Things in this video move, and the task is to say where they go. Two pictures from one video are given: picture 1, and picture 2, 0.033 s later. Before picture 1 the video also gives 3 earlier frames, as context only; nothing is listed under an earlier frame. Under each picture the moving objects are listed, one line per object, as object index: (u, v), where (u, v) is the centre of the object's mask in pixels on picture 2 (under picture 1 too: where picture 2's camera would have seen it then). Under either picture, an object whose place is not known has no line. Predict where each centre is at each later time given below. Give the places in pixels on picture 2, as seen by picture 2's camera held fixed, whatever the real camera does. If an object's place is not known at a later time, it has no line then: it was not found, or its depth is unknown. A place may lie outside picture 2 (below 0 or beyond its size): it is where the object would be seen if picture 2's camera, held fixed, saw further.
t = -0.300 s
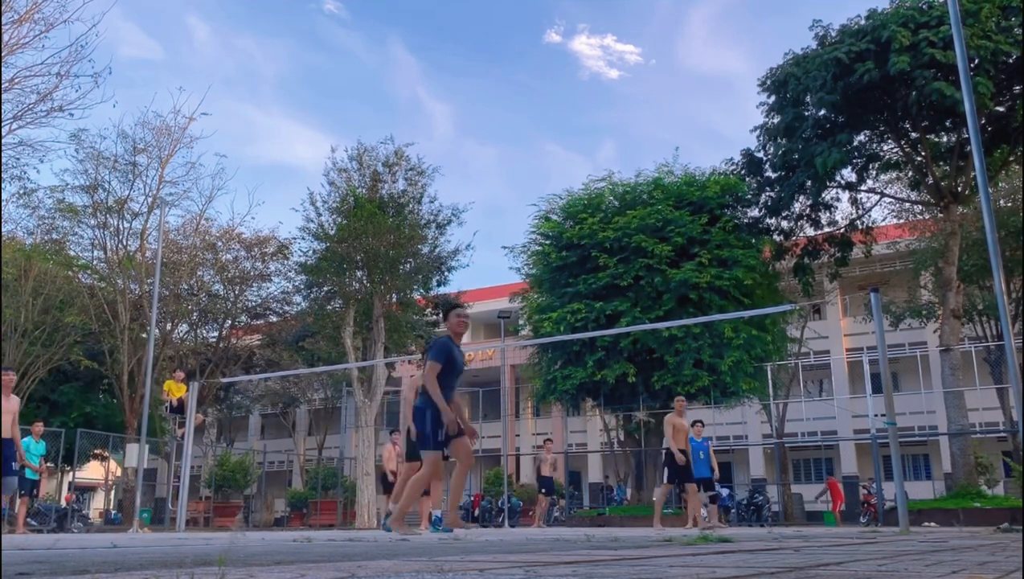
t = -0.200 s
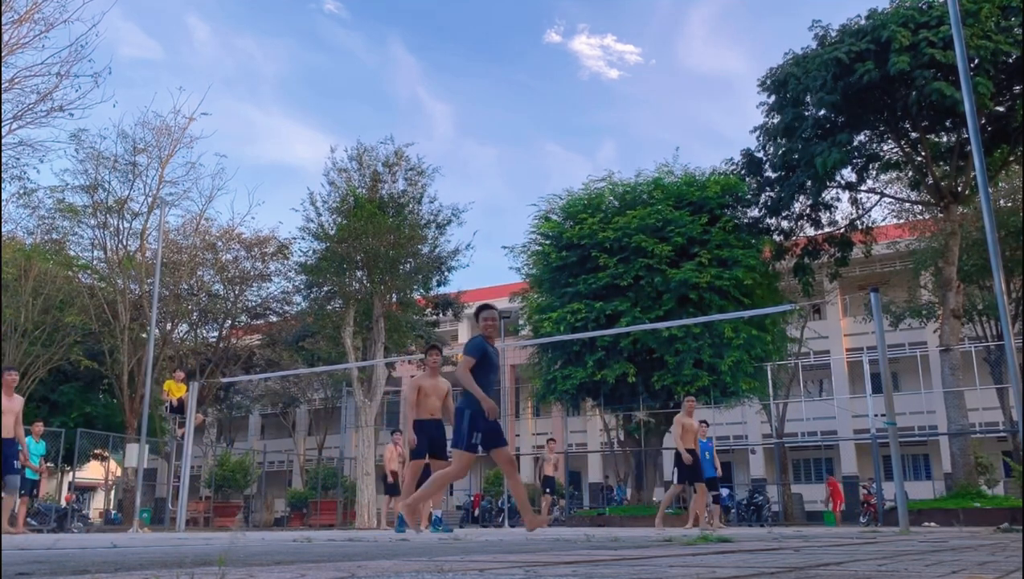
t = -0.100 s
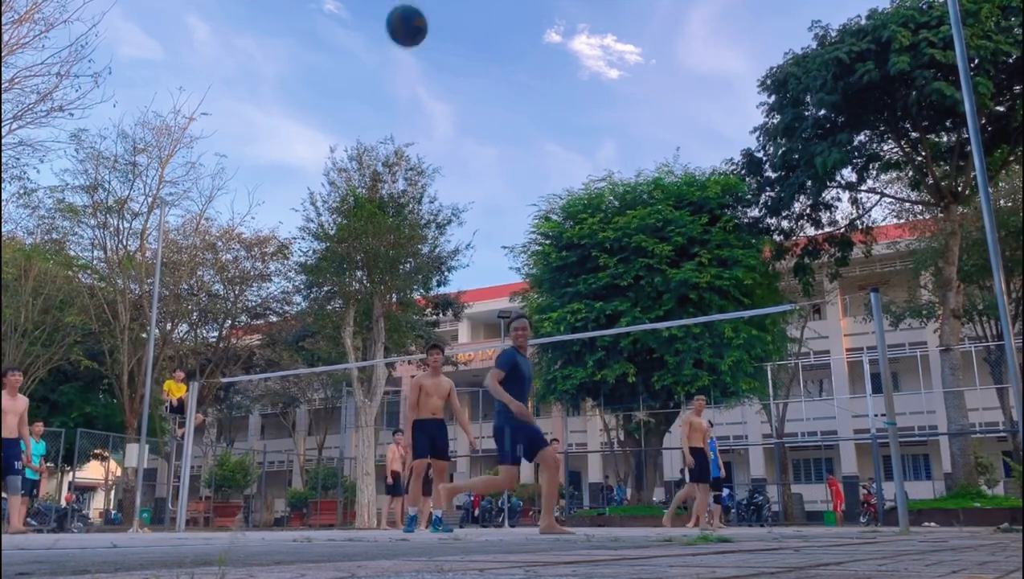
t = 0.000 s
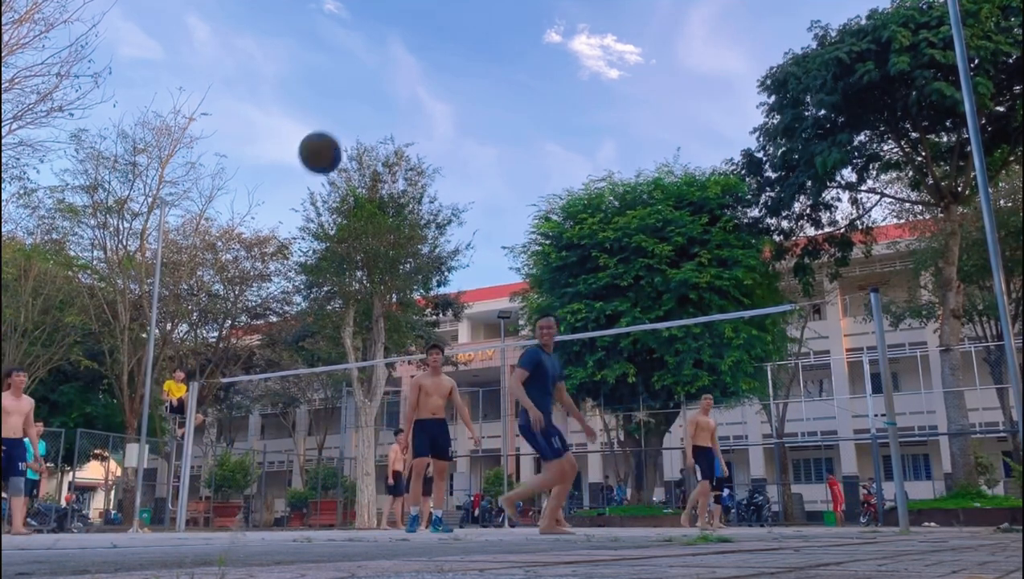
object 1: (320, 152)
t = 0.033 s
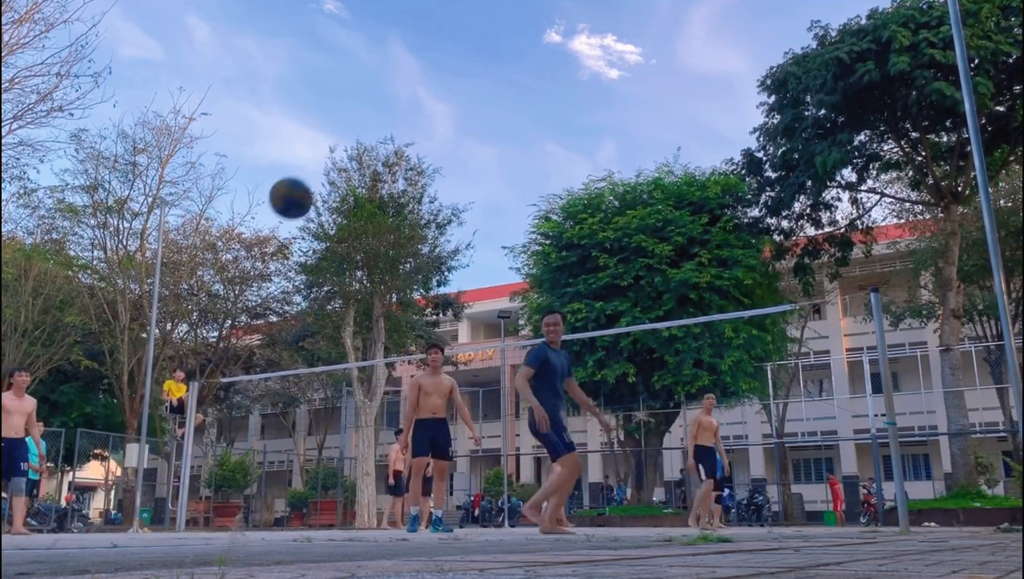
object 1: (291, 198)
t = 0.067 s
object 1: (261, 245)
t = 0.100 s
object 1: (232, 296)
